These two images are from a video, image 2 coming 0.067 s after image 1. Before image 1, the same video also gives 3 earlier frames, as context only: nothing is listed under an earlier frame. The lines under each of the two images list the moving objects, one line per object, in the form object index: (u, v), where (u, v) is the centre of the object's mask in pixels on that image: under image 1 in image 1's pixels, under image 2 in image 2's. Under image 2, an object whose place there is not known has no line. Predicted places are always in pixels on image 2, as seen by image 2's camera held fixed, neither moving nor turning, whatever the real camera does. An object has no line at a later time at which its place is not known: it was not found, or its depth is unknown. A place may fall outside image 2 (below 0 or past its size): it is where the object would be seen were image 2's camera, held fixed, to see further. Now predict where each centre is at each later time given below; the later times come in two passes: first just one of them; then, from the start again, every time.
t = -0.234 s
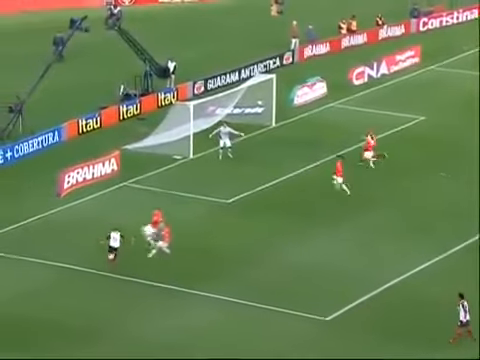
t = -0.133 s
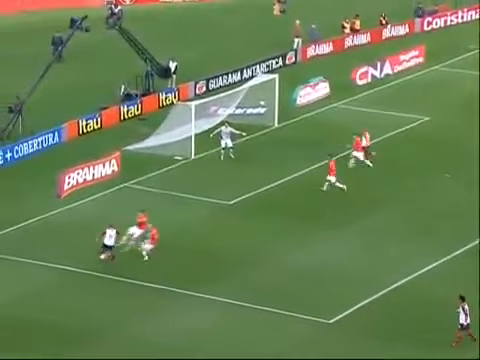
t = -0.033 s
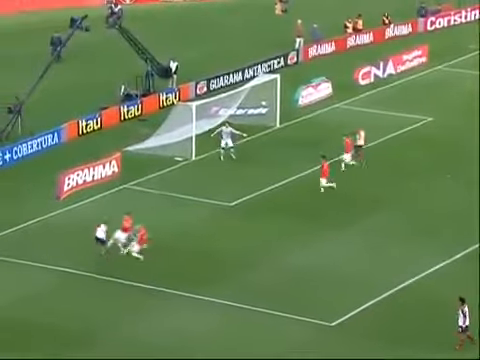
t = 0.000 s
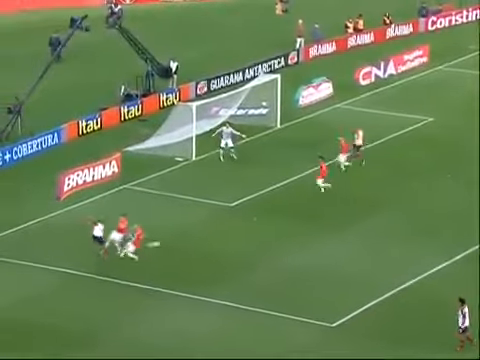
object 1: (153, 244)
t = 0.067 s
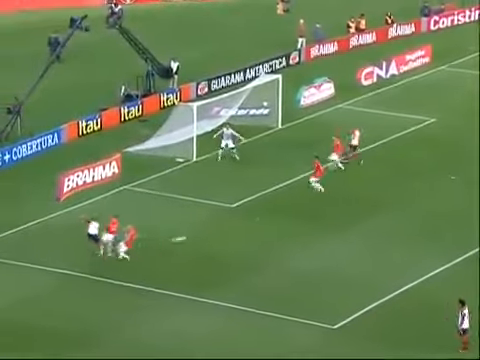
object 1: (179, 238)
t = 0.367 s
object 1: (268, 216)
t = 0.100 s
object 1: (190, 235)
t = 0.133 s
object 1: (202, 232)
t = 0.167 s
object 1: (212, 231)
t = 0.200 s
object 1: (223, 229)
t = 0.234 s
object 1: (232, 226)
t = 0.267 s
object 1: (242, 222)
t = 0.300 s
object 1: (251, 220)
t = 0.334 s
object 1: (260, 218)
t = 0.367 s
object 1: (268, 216)
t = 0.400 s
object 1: (277, 215)
